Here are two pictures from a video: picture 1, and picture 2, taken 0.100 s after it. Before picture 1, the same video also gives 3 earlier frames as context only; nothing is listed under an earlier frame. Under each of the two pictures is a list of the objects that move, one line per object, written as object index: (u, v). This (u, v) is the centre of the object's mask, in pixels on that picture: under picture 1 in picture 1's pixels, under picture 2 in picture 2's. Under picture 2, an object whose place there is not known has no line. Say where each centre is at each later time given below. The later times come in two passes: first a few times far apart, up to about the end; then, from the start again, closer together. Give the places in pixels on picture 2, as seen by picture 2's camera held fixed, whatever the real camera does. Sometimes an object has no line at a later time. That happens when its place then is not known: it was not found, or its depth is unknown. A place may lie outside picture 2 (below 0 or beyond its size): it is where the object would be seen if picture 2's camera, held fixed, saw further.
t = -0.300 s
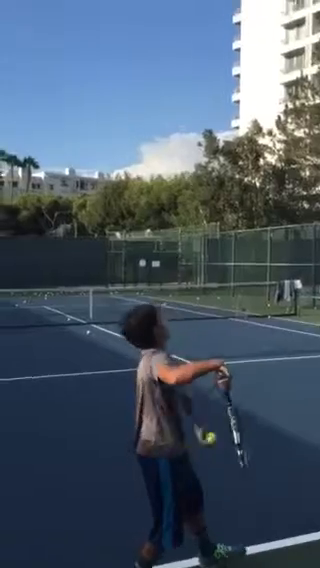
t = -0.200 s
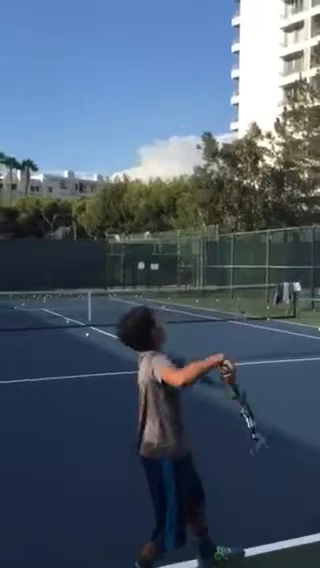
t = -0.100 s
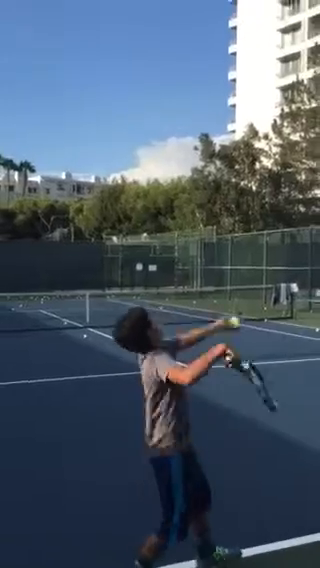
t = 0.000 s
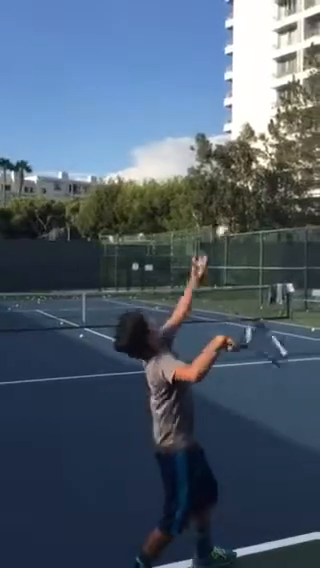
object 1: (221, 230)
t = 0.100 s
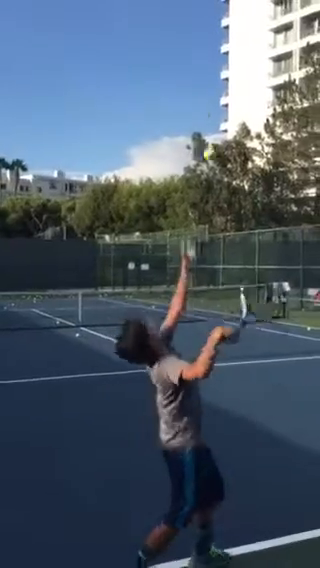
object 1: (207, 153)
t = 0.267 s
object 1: (193, 65)
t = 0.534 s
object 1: (170, 27)
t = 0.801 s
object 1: (148, 115)
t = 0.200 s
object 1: (202, 94)
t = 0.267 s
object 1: (193, 65)
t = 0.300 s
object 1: (190, 53)
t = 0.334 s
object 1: (187, 43)
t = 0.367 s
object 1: (184, 36)
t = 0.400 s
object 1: (181, 30)
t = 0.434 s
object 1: (179, 27)
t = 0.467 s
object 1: (176, 25)
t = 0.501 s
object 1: (173, 25)
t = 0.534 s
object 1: (170, 27)
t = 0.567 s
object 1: (168, 31)
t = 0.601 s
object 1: (165, 37)
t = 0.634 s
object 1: (162, 45)
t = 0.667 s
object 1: (159, 55)
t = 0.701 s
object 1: (156, 68)
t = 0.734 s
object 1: (154, 82)
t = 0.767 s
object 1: (152, 97)
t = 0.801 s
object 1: (148, 115)
